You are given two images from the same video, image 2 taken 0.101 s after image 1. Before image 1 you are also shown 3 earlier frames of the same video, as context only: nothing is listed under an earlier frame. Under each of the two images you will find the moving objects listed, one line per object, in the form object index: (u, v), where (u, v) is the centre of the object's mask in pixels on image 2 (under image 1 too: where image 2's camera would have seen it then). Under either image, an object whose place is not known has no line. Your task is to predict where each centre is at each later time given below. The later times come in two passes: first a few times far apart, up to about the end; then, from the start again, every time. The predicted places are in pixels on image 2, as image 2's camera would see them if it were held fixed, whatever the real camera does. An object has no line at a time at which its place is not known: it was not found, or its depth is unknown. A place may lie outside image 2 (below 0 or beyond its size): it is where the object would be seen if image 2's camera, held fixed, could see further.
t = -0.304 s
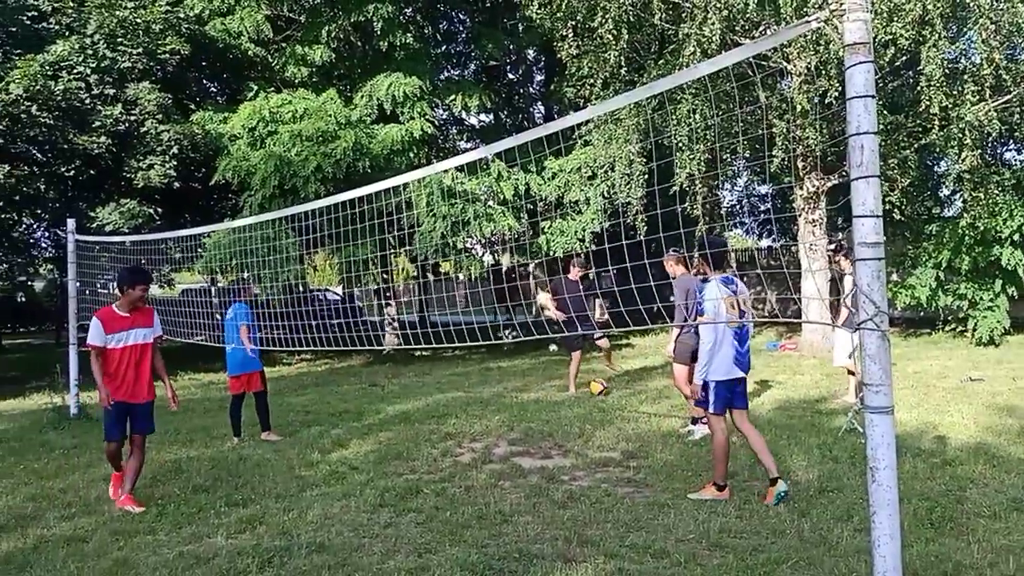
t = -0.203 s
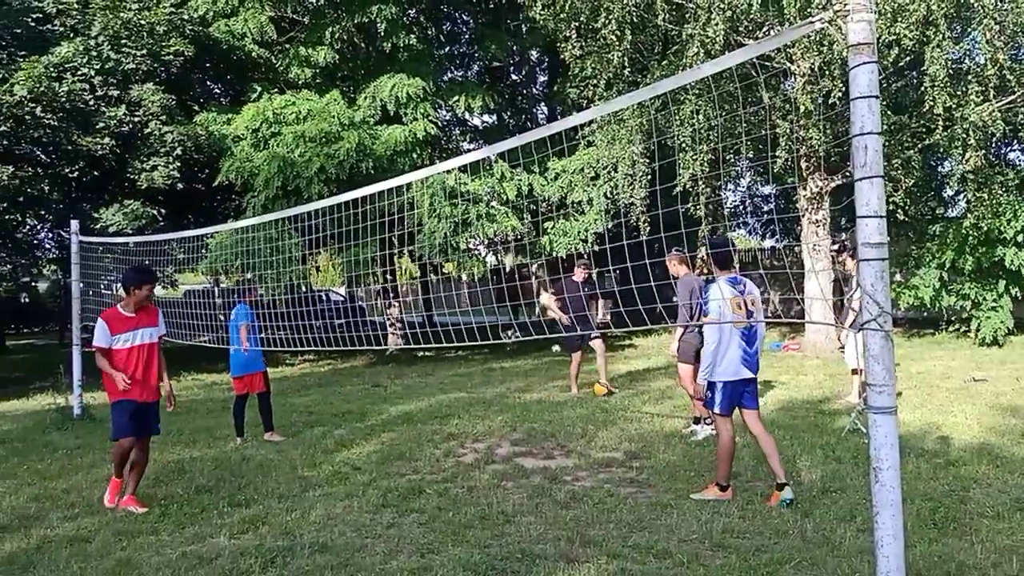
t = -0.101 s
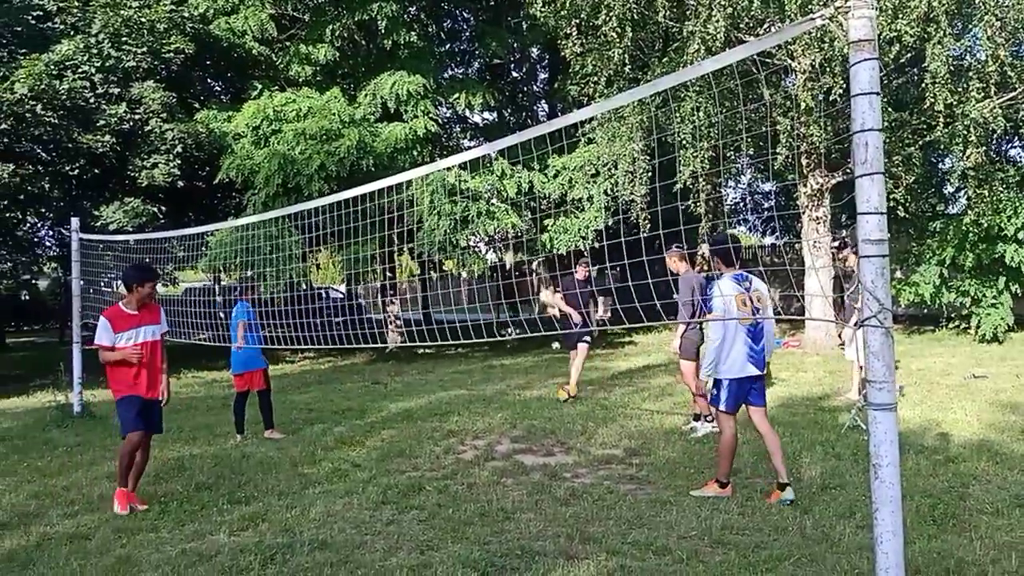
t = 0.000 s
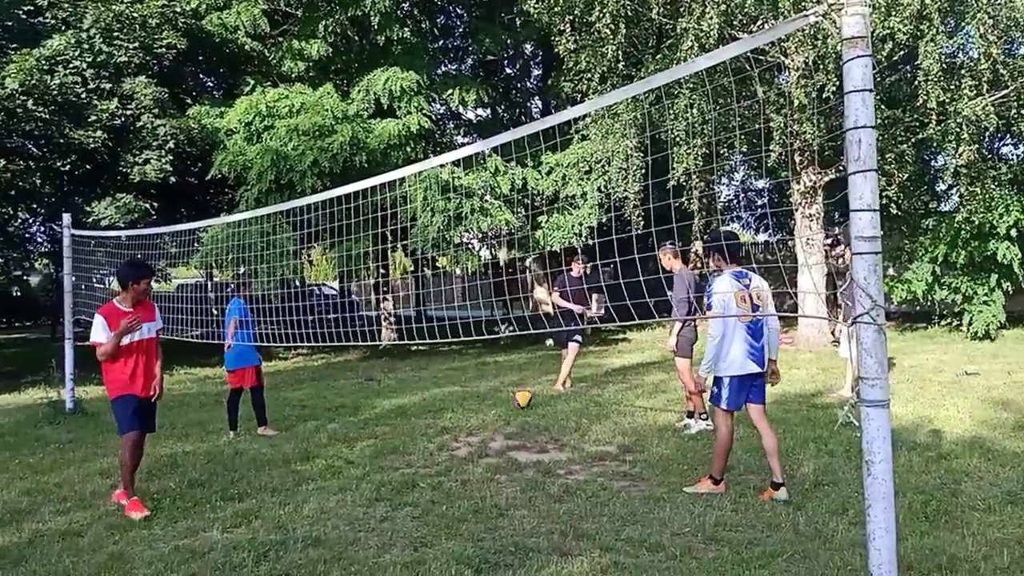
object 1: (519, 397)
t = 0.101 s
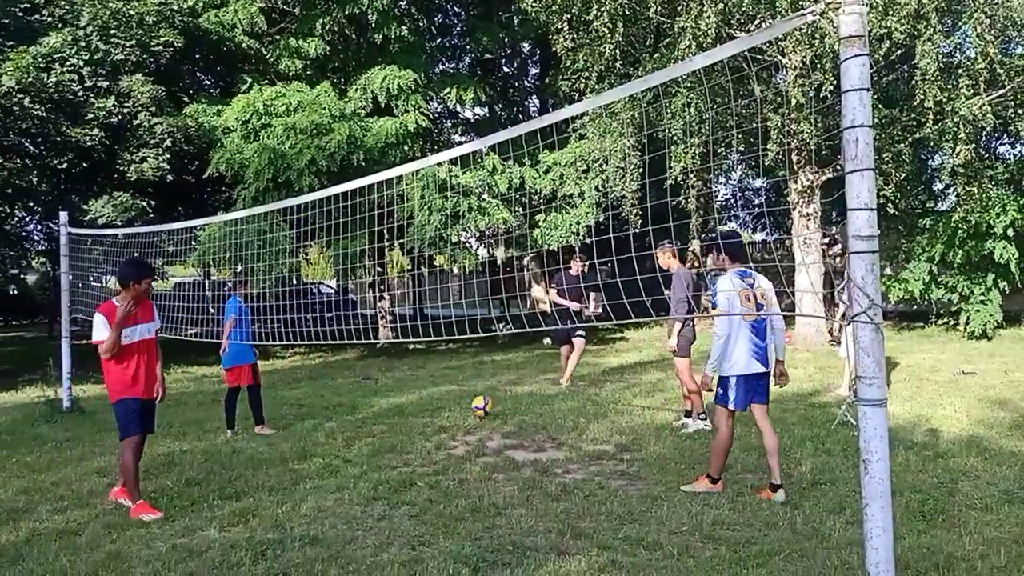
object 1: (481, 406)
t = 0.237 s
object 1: (423, 430)
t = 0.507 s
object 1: (314, 451)
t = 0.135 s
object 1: (468, 410)
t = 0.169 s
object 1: (453, 418)
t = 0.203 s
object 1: (438, 426)
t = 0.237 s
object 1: (423, 430)
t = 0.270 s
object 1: (411, 431)
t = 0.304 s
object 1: (397, 432)
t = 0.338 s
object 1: (384, 434)
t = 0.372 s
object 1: (371, 439)
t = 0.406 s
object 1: (354, 445)
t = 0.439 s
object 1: (340, 453)
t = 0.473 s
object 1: (325, 453)
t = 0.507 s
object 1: (314, 451)
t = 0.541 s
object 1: (300, 451)
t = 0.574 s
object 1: (286, 453)
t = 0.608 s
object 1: (272, 457)
